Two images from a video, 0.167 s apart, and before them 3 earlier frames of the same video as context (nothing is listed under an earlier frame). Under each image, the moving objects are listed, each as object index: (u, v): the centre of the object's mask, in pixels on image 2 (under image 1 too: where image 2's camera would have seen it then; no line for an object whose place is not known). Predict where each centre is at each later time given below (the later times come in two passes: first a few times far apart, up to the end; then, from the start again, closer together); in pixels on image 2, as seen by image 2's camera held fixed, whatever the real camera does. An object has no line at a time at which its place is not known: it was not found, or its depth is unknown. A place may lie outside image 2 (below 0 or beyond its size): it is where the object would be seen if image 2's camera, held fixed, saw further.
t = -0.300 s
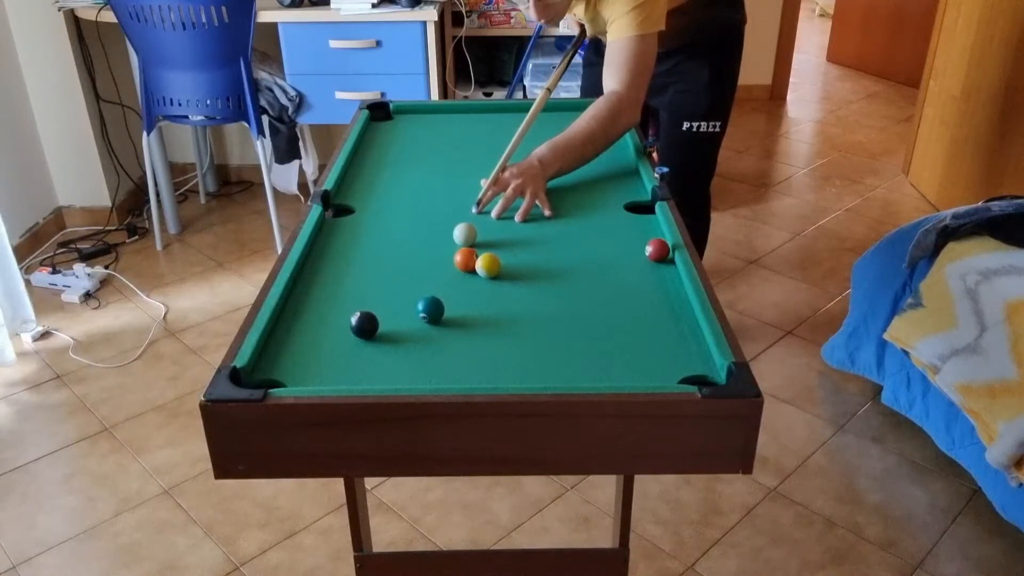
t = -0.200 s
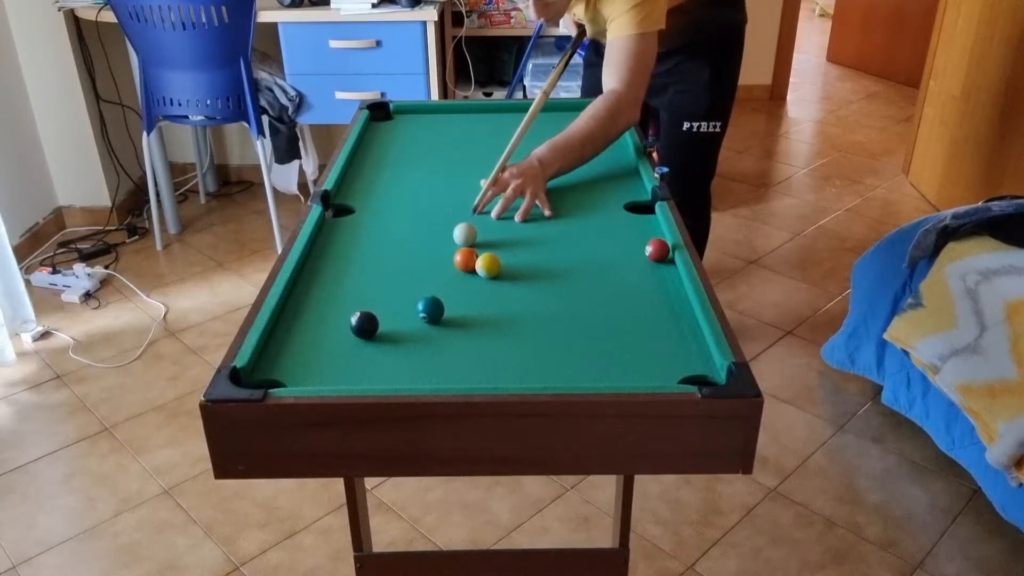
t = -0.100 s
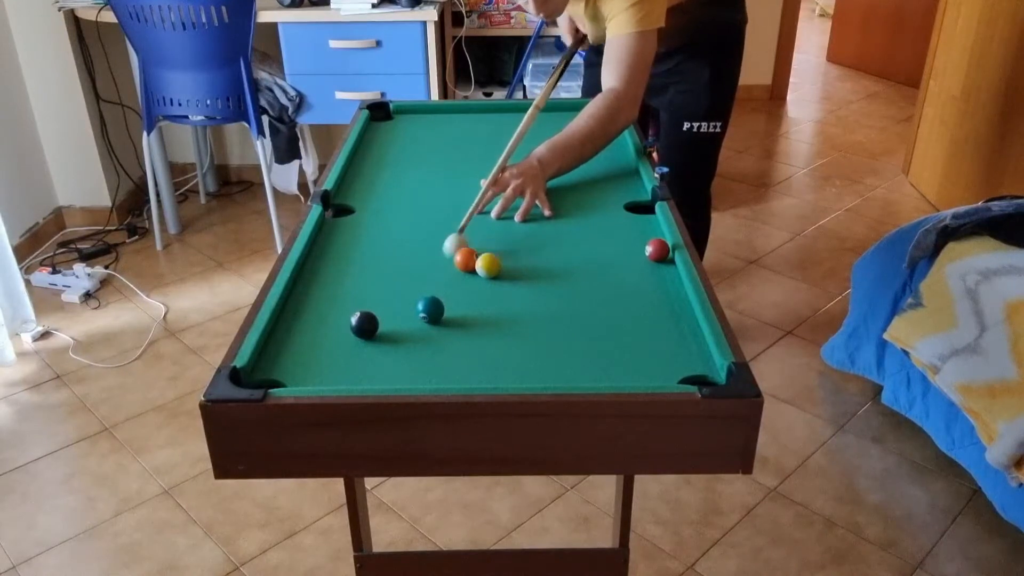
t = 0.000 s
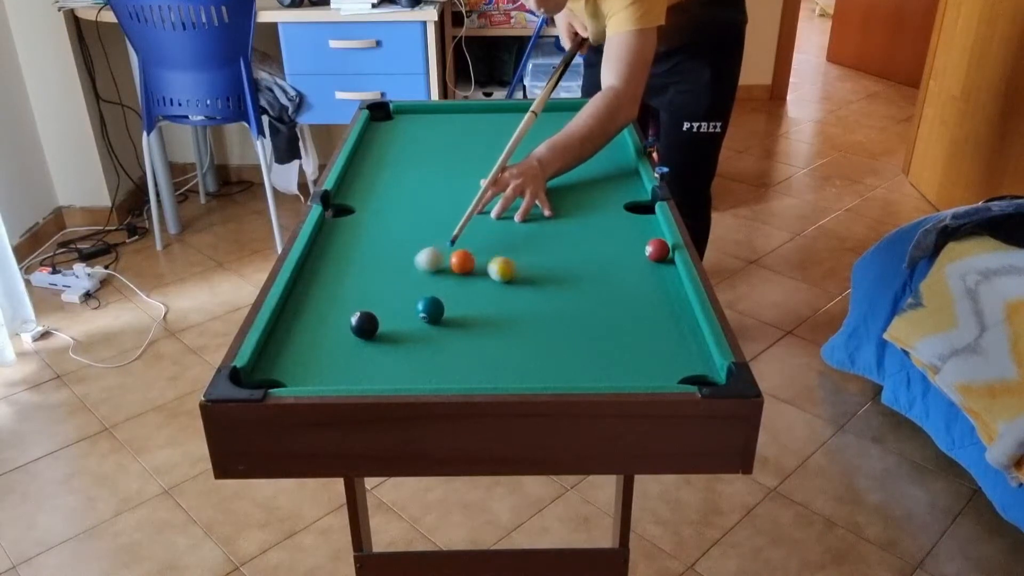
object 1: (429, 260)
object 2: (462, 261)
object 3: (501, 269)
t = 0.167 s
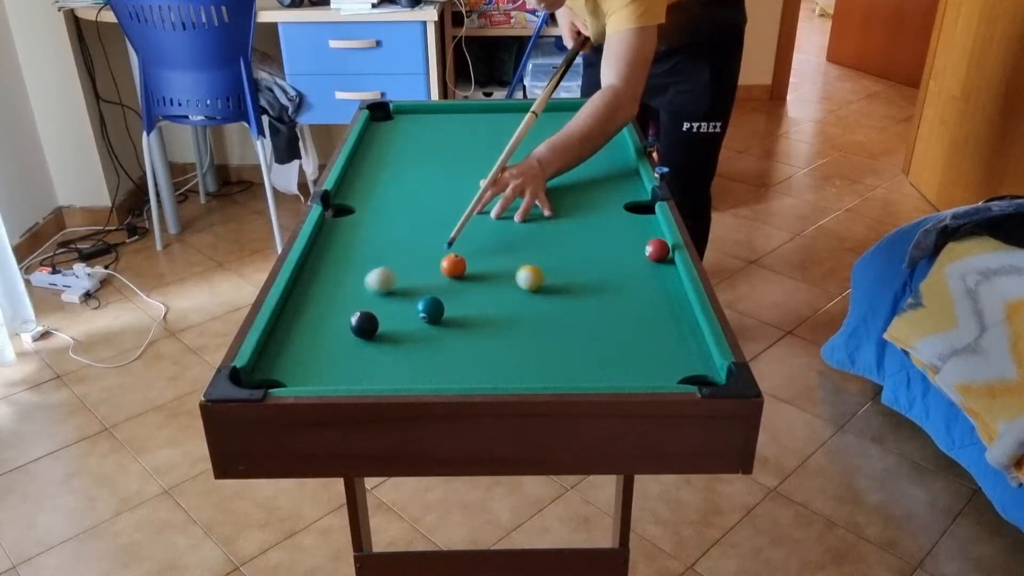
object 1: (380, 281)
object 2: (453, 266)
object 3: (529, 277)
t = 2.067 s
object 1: (390, 352)
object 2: (435, 273)
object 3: (664, 336)
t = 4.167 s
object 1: (396, 349)
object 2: (435, 273)
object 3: (665, 337)
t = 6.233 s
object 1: (396, 349)
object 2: (435, 273)
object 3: (665, 337)
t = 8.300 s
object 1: (396, 350)
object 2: (435, 273)
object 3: (665, 337)
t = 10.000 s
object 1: (396, 349)
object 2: (436, 273)
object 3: (665, 337)
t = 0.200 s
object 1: (370, 285)
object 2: (452, 266)
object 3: (535, 279)
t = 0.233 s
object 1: (360, 289)
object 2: (450, 267)
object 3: (540, 281)
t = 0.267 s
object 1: (349, 294)
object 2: (449, 268)
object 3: (546, 283)
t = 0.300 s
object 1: (338, 299)
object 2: (448, 268)
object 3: (551, 284)
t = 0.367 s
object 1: (318, 308)
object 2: (445, 269)
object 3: (562, 287)
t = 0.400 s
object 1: (306, 312)
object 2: (444, 270)
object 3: (568, 289)
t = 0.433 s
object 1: (295, 317)
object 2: (443, 270)
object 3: (573, 290)
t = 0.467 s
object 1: (286, 321)
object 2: (442, 271)
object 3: (579, 292)
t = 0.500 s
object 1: (286, 324)
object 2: (441, 271)
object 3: (584, 293)
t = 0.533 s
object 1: (289, 328)
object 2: (440, 272)
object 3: (590, 295)
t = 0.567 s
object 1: (292, 331)
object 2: (440, 272)
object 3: (595, 296)
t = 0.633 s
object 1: (298, 337)
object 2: (438, 273)
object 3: (606, 299)
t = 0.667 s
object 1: (300, 340)
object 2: (438, 273)
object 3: (611, 301)
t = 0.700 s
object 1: (303, 343)
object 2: (438, 273)
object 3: (616, 302)
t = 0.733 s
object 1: (306, 347)
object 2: (437, 273)
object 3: (621, 304)
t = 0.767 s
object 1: (308, 349)
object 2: (437, 273)
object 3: (626, 305)
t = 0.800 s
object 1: (311, 353)
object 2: (437, 274)
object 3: (631, 306)
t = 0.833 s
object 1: (314, 356)
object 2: (436, 274)
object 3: (637, 308)
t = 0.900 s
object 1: (318, 362)
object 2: (436, 274)
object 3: (646, 310)
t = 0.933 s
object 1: (322, 365)
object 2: (436, 274)
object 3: (652, 311)
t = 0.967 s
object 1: (324, 368)
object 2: (436, 274)
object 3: (657, 313)
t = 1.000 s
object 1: (326, 370)
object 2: (436, 274)
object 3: (662, 314)
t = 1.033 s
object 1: (328, 372)
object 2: (436, 274)
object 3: (667, 315)
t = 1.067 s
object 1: (331, 374)
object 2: (436, 274)
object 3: (672, 317)
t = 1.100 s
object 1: (333, 376)
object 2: (436, 274)
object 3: (677, 318)
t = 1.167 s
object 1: (339, 375)
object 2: (436, 274)
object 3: (686, 320)
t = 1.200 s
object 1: (343, 374)
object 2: (436, 274)
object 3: (685, 321)
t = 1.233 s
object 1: (345, 373)
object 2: (436, 274)
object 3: (684, 323)
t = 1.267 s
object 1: (348, 372)
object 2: (436, 274)
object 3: (683, 324)
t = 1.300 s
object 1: (351, 371)
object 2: (436, 274)
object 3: (680, 324)
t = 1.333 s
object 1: (353, 370)
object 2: (435, 273)
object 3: (678, 325)
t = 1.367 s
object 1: (356, 369)
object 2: (435, 273)
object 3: (677, 326)
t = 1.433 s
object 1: (360, 367)
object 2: (435, 273)
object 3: (674, 327)
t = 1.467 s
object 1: (363, 366)
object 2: (435, 273)
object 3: (673, 328)
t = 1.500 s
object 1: (365, 365)
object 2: (435, 273)
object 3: (672, 329)
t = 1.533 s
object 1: (367, 364)
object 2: (435, 273)
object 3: (670, 329)
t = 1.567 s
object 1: (369, 363)
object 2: (435, 273)
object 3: (669, 330)
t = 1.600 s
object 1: (371, 361)
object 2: (435, 273)
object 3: (668, 331)
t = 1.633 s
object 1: (372, 361)
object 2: (435, 273)
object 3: (668, 331)
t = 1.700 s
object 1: (376, 359)
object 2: (435, 273)
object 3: (666, 333)
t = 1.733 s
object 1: (377, 358)
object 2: (435, 273)
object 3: (666, 333)
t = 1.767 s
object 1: (379, 357)
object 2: (435, 273)
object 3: (665, 333)
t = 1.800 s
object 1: (380, 357)
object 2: (435, 273)
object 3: (665, 334)
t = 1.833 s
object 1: (382, 356)
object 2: (435, 273)
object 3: (664, 334)
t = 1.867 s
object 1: (383, 355)
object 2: (435, 273)
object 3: (664, 335)
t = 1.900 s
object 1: (384, 355)
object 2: (435, 273)
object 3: (664, 335)
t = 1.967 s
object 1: (387, 354)
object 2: (435, 273)
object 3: (664, 336)
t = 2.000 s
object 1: (388, 353)
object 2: (435, 273)
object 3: (664, 336)
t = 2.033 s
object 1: (389, 353)
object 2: (435, 273)
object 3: (664, 336)
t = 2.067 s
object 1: (390, 352)
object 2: (435, 273)
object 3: (664, 336)
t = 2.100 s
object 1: (390, 352)
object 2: (435, 273)
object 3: (664, 337)
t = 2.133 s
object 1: (391, 351)
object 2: (435, 273)
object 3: (664, 337)
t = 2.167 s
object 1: (392, 351)
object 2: (435, 273)
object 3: (665, 337)
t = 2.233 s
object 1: (393, 350)
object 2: (435, 273)
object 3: (665, 337)
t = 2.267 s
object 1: (394, 350)
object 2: (435, 273)
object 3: (664, 337)
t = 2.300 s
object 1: (395, 350)
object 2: (435, 273)
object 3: (665, 337)
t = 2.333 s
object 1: (395, 350)
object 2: (435, 273)
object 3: (664, 337)
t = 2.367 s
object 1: (395, 349)
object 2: (435, 273)
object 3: (665, 337)
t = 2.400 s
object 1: (396, 349)
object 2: (435, 273)
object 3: (665, 337)
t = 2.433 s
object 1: (396, 349)
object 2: (435, 273)
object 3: (665, 337)
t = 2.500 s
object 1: (396, 349)
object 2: (435, 273)
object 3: (665, 337)
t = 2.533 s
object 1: (396, 349)
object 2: (435, 273)
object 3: (665, 337)
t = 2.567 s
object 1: (396, 349)
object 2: (435, 273)
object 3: (665, 337)
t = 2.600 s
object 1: (396, 349)
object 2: (435, 273)
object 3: (665, 337)
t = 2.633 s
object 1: (396, 349)
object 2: (435, 273)
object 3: (665, 337)
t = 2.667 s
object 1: (396, 349)
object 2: (435, 273)
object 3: (665, 337)
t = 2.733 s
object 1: (396, 349)
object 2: (435, 273)
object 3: (665, 337)
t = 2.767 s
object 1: (396, 349)
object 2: (435, 273)
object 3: (665, 337)
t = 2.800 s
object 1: (396, 349)
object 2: (435, 273)
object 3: (665, 337)
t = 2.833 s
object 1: (396, 349)
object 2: (435, 273)
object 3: (665, 337)
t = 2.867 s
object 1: (396, 349)
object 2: (435, 273)
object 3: (665, 337)
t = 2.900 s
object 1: (396, 349)
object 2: (435, 273)
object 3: (665, 337)
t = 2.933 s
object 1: (396, 349)
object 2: (435, 273)
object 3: (665, 337)
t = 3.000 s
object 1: (396, 349)
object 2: (435, 273)
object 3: (665, 337)
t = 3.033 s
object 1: (396, 349)
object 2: (435, 273)
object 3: (665, 337)
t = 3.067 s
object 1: (396, 349)
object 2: (435, 273)
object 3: (665, 337)
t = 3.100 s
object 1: (396, 349)
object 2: (435, 273)
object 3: (665, 337)
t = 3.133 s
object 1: (396, 349)
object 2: (435, 273)
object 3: (665, 337)
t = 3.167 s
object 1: (396, 349)
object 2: (435, 273)
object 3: (665, 337)
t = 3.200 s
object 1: (396, 349)
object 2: (435, 273)
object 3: (665, 337)
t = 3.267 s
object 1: (396, 349)
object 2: (435, 273)
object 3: (665, 337)
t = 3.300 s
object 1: (396, 349)
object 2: (435, 273)
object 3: (665, 337)
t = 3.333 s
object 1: (396, 349)
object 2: (435, 273)
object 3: (665, 337)
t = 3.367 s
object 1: (396, 349)
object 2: (435, 273)
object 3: (665, 337)
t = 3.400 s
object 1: (396, 349)
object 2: (435, 273)
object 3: (665, 337)
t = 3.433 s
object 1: (396, 349)
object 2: (435, 273)
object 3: (665, 337)
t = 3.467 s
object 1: (396, 349)
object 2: (435, 273)
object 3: (665, 337)
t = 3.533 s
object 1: (396, 349)
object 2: (435, 273)
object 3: (665, 337)
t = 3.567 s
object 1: (396, 349)
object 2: (435, 273)
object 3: (665, 337)
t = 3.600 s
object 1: (396, 349)
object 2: (435, 273)
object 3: (665, 337)
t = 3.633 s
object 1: (396, 349)
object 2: (435, 273)
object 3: (665, 337)
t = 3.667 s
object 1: (396, 349)
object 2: (435, 273)
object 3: (665, 337)
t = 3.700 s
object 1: (396, 349)
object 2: (435, 273)
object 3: (665, 337)
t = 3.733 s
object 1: (396, 349)
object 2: (435, 273)
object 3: (665, 337)
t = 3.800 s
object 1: (396, 349)
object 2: (435, 273)
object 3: (665, 337)
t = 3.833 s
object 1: (396, 349)
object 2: (435, 273)
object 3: (665, 337)
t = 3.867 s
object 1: (396, 349)
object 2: (435, 273)
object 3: (665, 337)
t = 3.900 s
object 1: (396, 349)
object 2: (435, 273)
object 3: (665, 337)
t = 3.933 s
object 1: (396, 349)
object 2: (435, 273)
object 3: (665, 337)
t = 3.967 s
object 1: (396, 349)
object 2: (435, 273)
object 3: (665, 337)
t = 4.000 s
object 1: (396, 349)
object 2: (435, 273)
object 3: (665, 337)
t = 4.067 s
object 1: (396, 349)
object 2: (435, 273)
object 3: (665, 337)
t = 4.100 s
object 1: (396, 349)
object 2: (435, 273)
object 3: (665, 337)
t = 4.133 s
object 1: (396, 349)
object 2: (435, 273)
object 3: (665, 337)
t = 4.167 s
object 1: (396, 349)
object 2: (435, 273)
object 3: (665, 337)
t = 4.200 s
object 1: (396, 349)
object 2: (435, 273)
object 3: (665, 337)
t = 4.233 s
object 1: (396, 349)
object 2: (435, 273)
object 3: (665, 337)
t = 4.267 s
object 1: (396, 349)
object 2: (435, 273)
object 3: (665, 337)
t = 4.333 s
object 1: (396, 349)
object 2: (435, 273)
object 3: (665, 337)
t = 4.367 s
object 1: (396, 350)
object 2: (435, 273)
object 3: (665, 337)
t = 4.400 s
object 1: (396, 349)
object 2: (435, 273)
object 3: (665, 337)
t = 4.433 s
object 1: (396, 349)
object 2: (435, 273)
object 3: (665, 337)
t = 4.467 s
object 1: (396, 350)
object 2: (435, 273)
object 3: (665, 337)
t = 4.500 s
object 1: (396, 350)
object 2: (435, 273)
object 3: (665, 337)
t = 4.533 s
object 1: (396, 350)
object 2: (435, 273)
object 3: (665, 337)
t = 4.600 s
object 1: (396, 350)
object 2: (435, 273)
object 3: (665, 337)
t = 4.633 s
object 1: (396, 349)
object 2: (435, 273)
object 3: (665, 337)
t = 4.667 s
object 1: (396, 350)
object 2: (435, 273)
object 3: (665, 337)
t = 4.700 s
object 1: (396, 349)
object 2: (435, 273)
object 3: (665, 337)
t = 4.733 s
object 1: (396, 349)
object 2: (435, 273)
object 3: (665, 337)
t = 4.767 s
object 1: (396, 350)
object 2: (435, 273)
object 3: (665, 337)
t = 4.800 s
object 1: (396, 349)
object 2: (435, 273)
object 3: (665, 337)
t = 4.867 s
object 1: (396, 350)
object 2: (435, 273)
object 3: (665, 337)
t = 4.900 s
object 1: (396, 350)
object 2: (435, 273)
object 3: (665, 337)
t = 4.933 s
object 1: (396, 350)
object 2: (435, 273)
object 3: (665, 337)
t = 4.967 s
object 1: (396, 349)
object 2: (435, 273)
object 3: (665, 337)
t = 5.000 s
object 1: (396, 350)
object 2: (435, 273)
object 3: (665, 337)
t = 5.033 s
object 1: (396, 350)
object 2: (435, 273)
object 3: (665, 337)
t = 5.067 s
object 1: (396, 349)
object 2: (435, 273)
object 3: (665, 337)
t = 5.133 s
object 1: (396, 350)
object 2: (435, 273)
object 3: (665, 337)
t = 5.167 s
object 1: (396, 350)
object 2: (435, 273)
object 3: (665, 337)
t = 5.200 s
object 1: (396, 350)
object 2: (435, 273)
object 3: (665, 337)
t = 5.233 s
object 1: (396, 349)
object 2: (435, 273)
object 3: (665, 337)
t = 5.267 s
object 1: (396, 350)
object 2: (435, 273)
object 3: (665, 337)
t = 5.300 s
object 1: (396, 350)
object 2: (435, 273)
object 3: (665, 337)
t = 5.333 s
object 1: (396, 350)
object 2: (435, 273)
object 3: (665, 337)
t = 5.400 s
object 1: (396, 349)
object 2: (435, 273)
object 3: (665, 337)
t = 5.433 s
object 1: (396, 350)
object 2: (435, 273)
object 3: (665, 337)
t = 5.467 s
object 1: (396, 349)
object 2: (435, 273)
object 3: (665, 337)
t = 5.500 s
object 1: (396, 350)
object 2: (435, 273)
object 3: (665, 337)
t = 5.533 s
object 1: (396, 350)
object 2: (435, 273)
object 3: (665, 337)
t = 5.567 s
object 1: (396, 350)
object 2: (435, 273)
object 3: (665, 337)
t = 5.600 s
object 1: (396, 350)
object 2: (435, 273)
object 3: (665, 337)
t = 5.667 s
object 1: (396, 350)
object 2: (435, 273)
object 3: (665, 337)
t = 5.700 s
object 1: (396, 350)
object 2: (435, 273)
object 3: (665, 337)
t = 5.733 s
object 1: (396, 350)
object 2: (435, 273)
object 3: (665, 337)
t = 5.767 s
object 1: (396, 349)
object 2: (435, 273)
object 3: (665, 337)
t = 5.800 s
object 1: (396, 349)
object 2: (435, 273)
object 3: (665, 337)
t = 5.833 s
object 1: (396, 350)
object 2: (435, 273)
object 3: (665, 337)
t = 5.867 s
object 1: (396, 349)
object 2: (435, 273)
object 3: (665, 337)
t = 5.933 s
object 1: (396, 350)
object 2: (435, 273)
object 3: (665, 337)
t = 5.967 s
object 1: (396, 350)
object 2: (435, 273)
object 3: (665, 337)
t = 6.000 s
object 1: (396, 349)
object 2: (435, 273)
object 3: (665, 337)
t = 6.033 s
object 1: (396, 350)
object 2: (435, 273)
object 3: (665, 337)
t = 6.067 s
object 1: (396, 350)
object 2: (435, 273)
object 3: (665, 337)
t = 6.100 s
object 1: (396, 349)
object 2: (435, 273)
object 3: (665, 337)
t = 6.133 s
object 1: (396, 349)
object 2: (435, 273)
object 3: (665, 337)
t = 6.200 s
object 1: (396, 350)
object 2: (435, 273)
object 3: (665, 337)
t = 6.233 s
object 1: (396, 349)
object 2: (435, 273)
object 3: (665, 337)
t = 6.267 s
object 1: (396, 350)
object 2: (435, 273)
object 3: (665, 337)
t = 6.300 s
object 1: (396, 350)
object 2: (435, 273)
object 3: (665, 337)
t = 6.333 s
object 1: (396, 350)
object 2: (435, 273)
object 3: (665, 337)
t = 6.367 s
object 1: (396, 349)
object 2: (435, 273)
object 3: (665, 337)
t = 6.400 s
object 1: (396, 350)
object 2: (435, 273)
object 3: (665, 337)
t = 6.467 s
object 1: (396, 350)
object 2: (435, 273)
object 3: (665, 337)
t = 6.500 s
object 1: (396, 349)
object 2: (435, 273)
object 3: (665, 337)
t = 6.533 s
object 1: (396, 350)
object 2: (435, 273)
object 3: (665, 337)
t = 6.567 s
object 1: (396, 350)
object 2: (435, 273)
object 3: (665, 337)
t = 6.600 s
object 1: (396, 349)
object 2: (435, 273)
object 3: (665, 337)
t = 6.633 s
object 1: (396, 350)
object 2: (435, 273)
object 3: (665, 337)
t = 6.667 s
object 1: (396, 350)
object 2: (435, 273)
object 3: (665, 337)
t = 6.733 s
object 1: (396, 349)
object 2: (435, 273)
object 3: (665, 337)
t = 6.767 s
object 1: (396, 350)
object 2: (435, 273)
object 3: (665, 337)
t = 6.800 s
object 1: (396, 350)
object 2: (435, 273)
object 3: (665, 337)
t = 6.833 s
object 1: (396, 350)
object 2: (435, 273)
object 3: (665, 337)
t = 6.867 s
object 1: (396, 350)
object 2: (435, 273)
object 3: (665, 337)
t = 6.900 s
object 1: (396, 350)
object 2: (435, 273)
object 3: (665, 337)
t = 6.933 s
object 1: (396, 349)
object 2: (435, 273)
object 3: (665, 337)
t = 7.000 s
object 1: (396, 350)
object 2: (435, 273)
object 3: (665, 337)
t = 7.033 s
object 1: (396, 350)
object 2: (435, 273)
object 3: (665, 337)
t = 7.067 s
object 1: (396, 350)
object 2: (435, 273)
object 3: (665, 337)
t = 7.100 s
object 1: (396, 350)
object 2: (435, 273)
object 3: (665, 337)
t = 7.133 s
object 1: (396, 350)
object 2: (435, 273)
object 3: (665, 337)
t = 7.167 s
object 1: (396, 350)
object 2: (435, 273)
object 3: (665, 337)
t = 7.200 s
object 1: (396, 349)
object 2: (435, 273)
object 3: (665, 337)
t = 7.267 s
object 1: (396, 350)
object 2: (435, 273)
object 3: (665, 337)
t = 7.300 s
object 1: (396, 350)
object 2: (435, 273)
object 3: (665, 337)
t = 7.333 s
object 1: (396, 349)
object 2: (435, 273)
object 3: (665, 337)
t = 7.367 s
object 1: (396, 349)
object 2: (435, 273)
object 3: (665, 337)
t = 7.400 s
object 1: (396, 349)
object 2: (435, 273)
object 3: (665, 337)
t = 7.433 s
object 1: (396, 349)
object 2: (435, 273)
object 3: (665, 337)
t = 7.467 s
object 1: (396, 349)
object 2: (435, 273)
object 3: (665, 337)
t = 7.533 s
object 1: (396, 349)
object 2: (435, 273)
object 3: (665, 337)
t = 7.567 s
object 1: (396, 350)
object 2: (435, 273)
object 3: (665, 337)
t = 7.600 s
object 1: (396, 350)
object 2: (435, 273)
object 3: (665, 337)
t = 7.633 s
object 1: (396, 350)
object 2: (435, 273)
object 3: (665, 337)
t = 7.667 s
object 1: (396, 349)
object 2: (435, 273)
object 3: (665, 337)
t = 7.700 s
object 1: (396, 350)
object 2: (435, 273)
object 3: (665, 337)
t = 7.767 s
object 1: (396, 350)
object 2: (435, 273)
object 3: (665, 337)
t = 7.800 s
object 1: (396, 349)
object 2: (435, 273)
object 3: (665, 337)
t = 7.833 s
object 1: (396, 350)
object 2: (435, 273)
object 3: (665, 337)
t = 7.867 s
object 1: (396, 350)
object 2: (435, 273)
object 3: (665, 337)
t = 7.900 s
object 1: (396, 350)
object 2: (435, 273)
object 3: (665, 337)
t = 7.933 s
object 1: (396, 350)
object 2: (435, 273)
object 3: (665, 337)
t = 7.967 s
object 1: (396, 350)
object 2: (435, 273)
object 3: (665, 337)
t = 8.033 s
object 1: (396, 350)
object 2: (435, 273)
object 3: (665, 337)
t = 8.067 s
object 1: (396, 350)
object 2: (435, 273)
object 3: (665, 337)
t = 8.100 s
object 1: (396, 349)
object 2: (435, 273)
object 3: (665, 337)
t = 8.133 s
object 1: (396, 350)
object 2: (435, 273)
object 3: (665, 337)
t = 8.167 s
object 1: (396, 350)
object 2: (435, 273)
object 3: (665, 337)
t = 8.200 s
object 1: (396, 349)
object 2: (435, 273)
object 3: (665, 337)
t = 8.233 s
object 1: (396, 349)
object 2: (435, 273)
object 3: (665, 337)
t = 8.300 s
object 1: (396, 350)
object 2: (435, 273)
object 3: (665, 337)
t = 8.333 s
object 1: (396, 350)
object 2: (435, 273)
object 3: (665, 337)
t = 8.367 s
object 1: (396, 349)
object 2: (435, 273)
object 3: (665, 337)
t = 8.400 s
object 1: (396, 350)
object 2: (435, 273)
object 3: (665, 337)
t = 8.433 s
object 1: (396, 349)
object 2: (435, 273)
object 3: (665, 337)
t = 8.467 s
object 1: (396, 350)
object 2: (435, 273)
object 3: (665, 337)
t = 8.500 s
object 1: (396, 349)
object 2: (435, 273)
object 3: (665, 337)
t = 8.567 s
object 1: (396, 350)
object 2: (435, 273)
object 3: (665, 337)
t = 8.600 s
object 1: (396, 350)
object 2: (435, 273)
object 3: (665, 337)
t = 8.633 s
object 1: (396, 349)
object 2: (435, 273)
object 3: (665, 337)
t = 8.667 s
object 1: (396, 349)
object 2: (435, 273)
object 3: (665, 337)
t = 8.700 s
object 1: (396, 349)
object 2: (435, 273)
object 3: (665, 337)
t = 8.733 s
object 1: (396, 349)
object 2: (435, 273)
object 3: (665, 337)
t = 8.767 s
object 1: (396, 350)
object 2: (435, 273)
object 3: (665, 337)
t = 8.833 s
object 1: (396, 349)
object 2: (435, 273)
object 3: (665, 337)
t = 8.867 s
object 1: (396, 349)
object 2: (435, 273)
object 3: (665, 337)
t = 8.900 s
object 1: (396, 350)
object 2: (435, 273)
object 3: (665, 337)
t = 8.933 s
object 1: (396, 350)
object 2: (435, 273)
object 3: (665, 337)
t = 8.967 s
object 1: (396, 349)
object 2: (435, 273)
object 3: (665, 337)
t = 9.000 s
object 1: (396, 350)
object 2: (435, 273)
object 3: (665, 337)
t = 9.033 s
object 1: (396, 349)
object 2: (435, 273)
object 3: (665, 337)
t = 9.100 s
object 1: (396, 350)
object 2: (435, 273)
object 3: (665, 337)
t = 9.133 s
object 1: (396, 350)
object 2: (435, 273)
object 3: (665, 337)
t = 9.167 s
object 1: (396, 350)
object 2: (435, 273)
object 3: (665, 337)
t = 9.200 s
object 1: (396, 350)
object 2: (435, 273)
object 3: (665, 337)
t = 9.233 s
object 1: (396, 349)
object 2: (435, 273)
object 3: (665, 337)
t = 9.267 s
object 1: (396, 350)
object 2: (435, 273)
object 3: (665, 337)
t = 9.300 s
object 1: (396, 350)
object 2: (435, 273)
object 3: (665, 337)
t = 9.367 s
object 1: (396, 350)
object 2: (435, 273)
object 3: (665, 337)
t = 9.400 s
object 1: (396, 349)
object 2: (435, 273)
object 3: (665, 337)
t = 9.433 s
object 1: (396, 349)
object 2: (435, 273)
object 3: (665, 337)
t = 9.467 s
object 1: (396, 349)
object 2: (435, 273)
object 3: (665, 337)
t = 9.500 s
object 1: (396, 350)
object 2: (435, 273)
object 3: (665, 337)
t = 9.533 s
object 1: (396, 349)
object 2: (435, 273)
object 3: (665, 337)
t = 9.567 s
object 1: (396, 350)
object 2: (435, 273)
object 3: (665, 337)
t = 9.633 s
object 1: (396, 349)
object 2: (435, 273)
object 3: (665, 337)
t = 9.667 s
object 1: (396, 349)
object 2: (435, 273)
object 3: (665, 337)
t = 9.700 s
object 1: (396, 349)
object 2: (435, 273)
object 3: (665, 337)
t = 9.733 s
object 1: (396, 350)
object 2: (435, 273)
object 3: (665, 337)
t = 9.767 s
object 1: (396, 349)
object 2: (435, 273)
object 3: (665, 337)
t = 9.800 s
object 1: (396, 350)
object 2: (435, 273)
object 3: (665, 337)
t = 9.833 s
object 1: (396, 349)
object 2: (435, 273)
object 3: (665, 337)
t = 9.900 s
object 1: (396, 350)
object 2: (435, 273)
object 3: (665, 337)
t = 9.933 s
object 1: (396, 350)
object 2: (436, 273)
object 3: (665, 337)
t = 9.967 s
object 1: (396, 349)
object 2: (436, 273)
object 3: (665, 337)
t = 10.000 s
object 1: (396, 349)
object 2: (436, 273)
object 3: (665, 337)
